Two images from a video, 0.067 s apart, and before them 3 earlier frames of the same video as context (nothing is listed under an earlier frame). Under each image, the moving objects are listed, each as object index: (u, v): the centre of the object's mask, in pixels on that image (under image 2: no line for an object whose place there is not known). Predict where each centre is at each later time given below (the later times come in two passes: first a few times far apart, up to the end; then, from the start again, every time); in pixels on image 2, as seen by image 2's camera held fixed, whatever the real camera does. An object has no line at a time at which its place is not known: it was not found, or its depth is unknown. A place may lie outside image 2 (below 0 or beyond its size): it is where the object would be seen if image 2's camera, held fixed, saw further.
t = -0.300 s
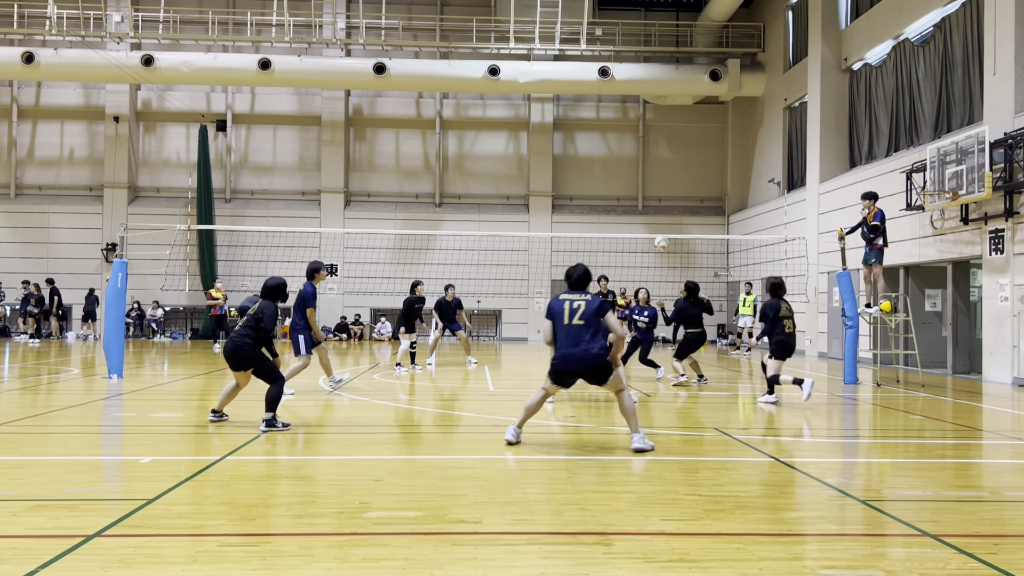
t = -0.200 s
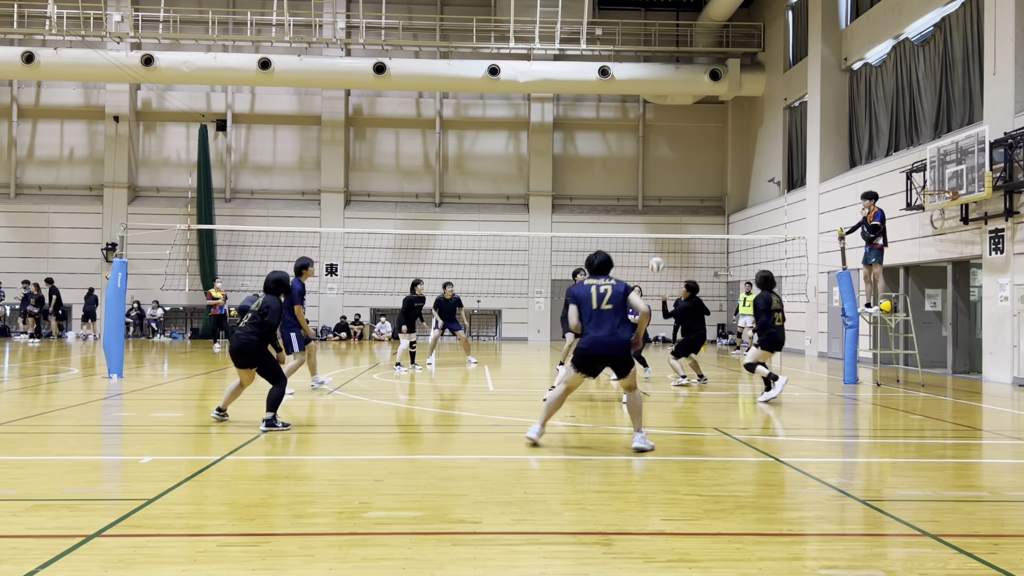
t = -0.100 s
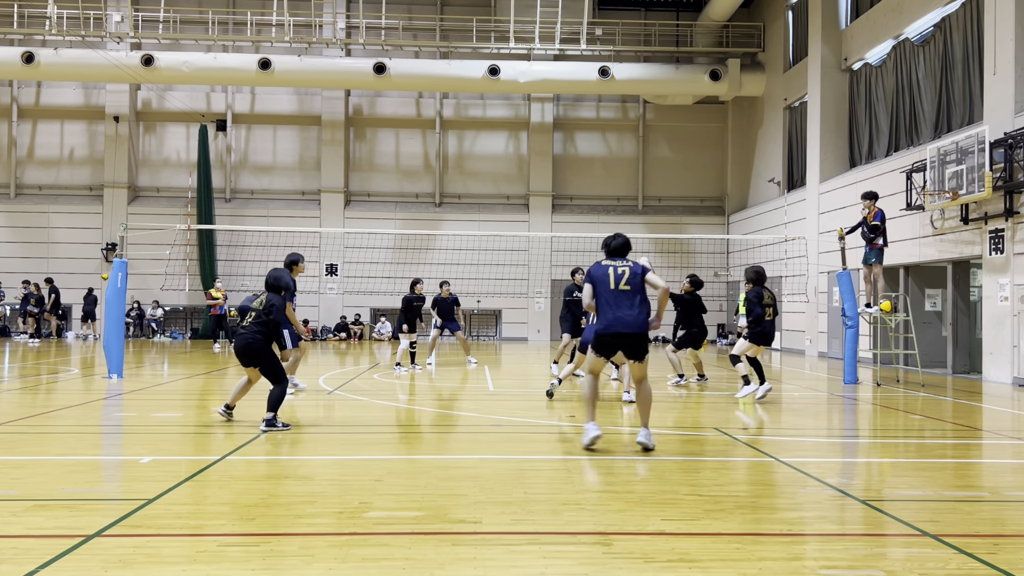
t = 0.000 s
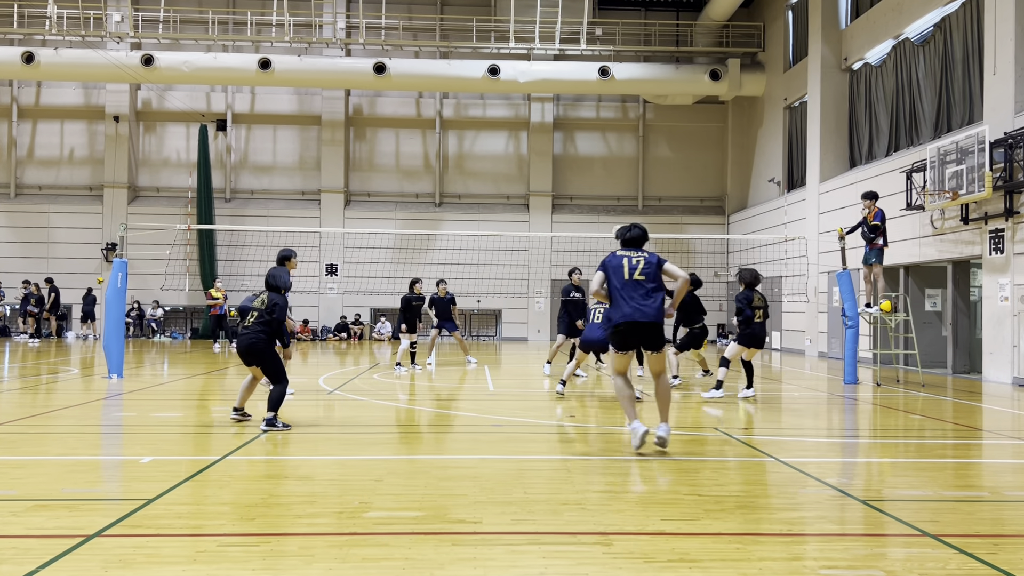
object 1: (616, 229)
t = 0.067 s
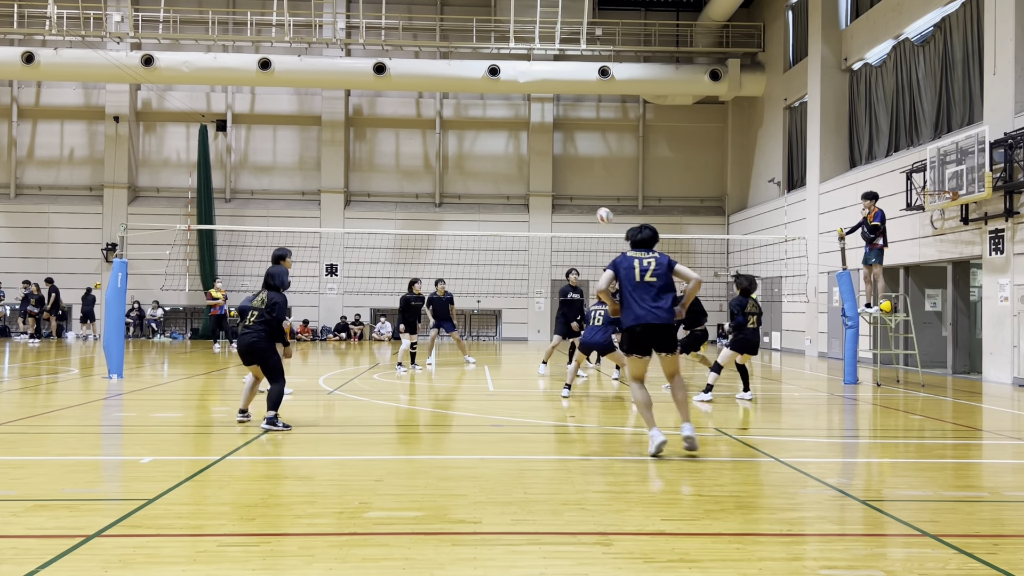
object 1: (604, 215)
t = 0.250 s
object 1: (561, 183)
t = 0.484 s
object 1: (507, 175)
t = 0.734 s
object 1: (447, 213)
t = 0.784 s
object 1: (435, 225)
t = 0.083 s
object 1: (600, 212)
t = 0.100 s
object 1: (596, 208)
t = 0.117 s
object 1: (593, 205)
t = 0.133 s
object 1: (589, 201)
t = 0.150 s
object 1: (585, 198)
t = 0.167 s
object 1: (581, 195)
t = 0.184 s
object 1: (577, 192)
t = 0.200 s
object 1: (573, 189)
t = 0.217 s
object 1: (569, 187)
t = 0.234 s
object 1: (566, 185)
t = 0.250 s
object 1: (561, 183)
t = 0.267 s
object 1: (558, 181)
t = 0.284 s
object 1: (554, 179)
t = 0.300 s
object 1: (550, 178)
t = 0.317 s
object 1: (546, 177)
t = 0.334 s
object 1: (542, 175)
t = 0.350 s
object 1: (537, 175)
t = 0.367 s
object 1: (534, 174)
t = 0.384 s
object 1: (530, 174)
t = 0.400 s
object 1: (526, 174)
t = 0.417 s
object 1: (522, 174)
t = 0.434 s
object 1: (518, 174)
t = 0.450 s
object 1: (514, 174)
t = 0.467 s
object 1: (511, 175)
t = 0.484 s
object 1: (507, 175)
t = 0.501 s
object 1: (502, 176)
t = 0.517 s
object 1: (498, 177)
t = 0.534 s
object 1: (494, 179)
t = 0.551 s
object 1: (490, 181)
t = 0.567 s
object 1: (486, 183)
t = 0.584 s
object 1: (482, 185)
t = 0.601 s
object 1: (478, 187)
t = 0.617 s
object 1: (474, 190)
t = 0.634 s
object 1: (470, 192)
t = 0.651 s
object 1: (466, 195)
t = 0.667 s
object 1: (462, 198)
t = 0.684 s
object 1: (459, 201)
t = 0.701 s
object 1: (454, 205)
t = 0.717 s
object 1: (451, 208)
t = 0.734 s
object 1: (447, 213)
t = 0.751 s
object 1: (443, 217)
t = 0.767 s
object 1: (439, 221)
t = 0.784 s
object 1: (435, 225)
